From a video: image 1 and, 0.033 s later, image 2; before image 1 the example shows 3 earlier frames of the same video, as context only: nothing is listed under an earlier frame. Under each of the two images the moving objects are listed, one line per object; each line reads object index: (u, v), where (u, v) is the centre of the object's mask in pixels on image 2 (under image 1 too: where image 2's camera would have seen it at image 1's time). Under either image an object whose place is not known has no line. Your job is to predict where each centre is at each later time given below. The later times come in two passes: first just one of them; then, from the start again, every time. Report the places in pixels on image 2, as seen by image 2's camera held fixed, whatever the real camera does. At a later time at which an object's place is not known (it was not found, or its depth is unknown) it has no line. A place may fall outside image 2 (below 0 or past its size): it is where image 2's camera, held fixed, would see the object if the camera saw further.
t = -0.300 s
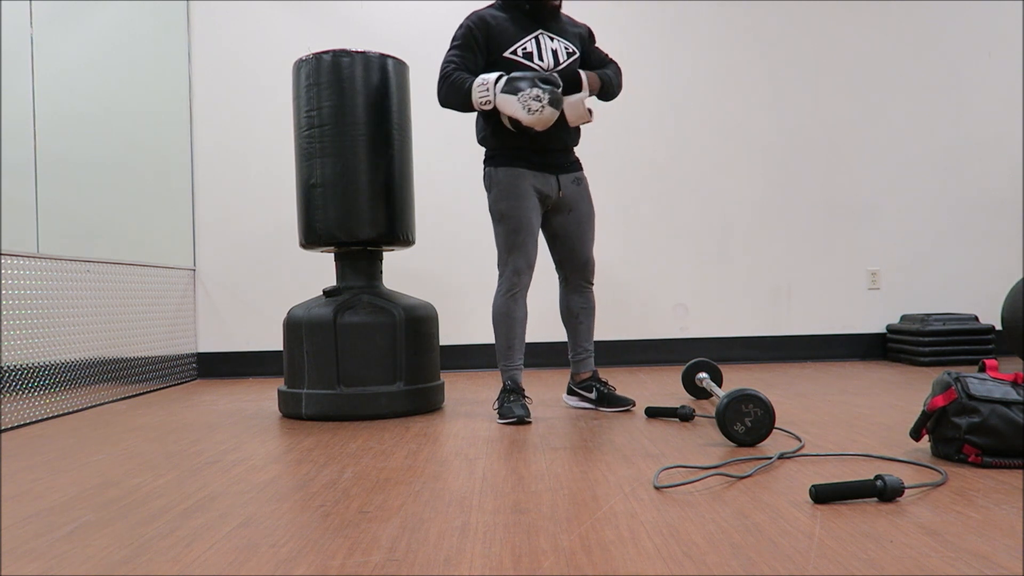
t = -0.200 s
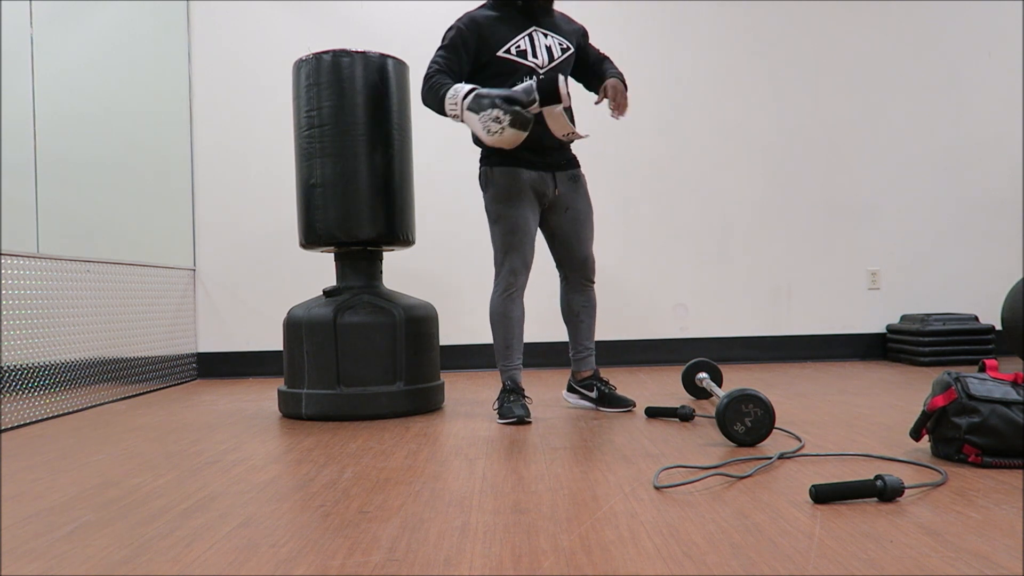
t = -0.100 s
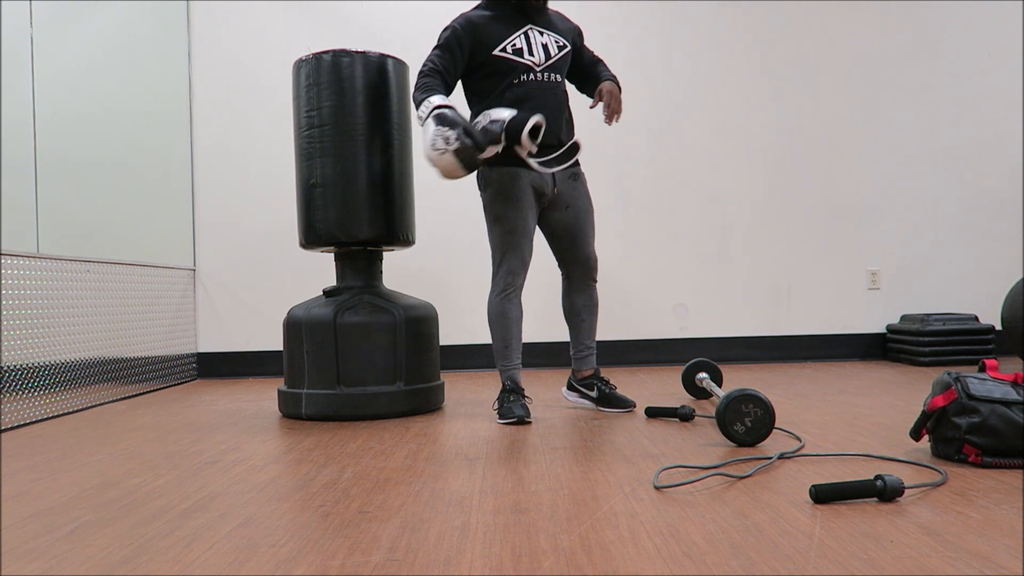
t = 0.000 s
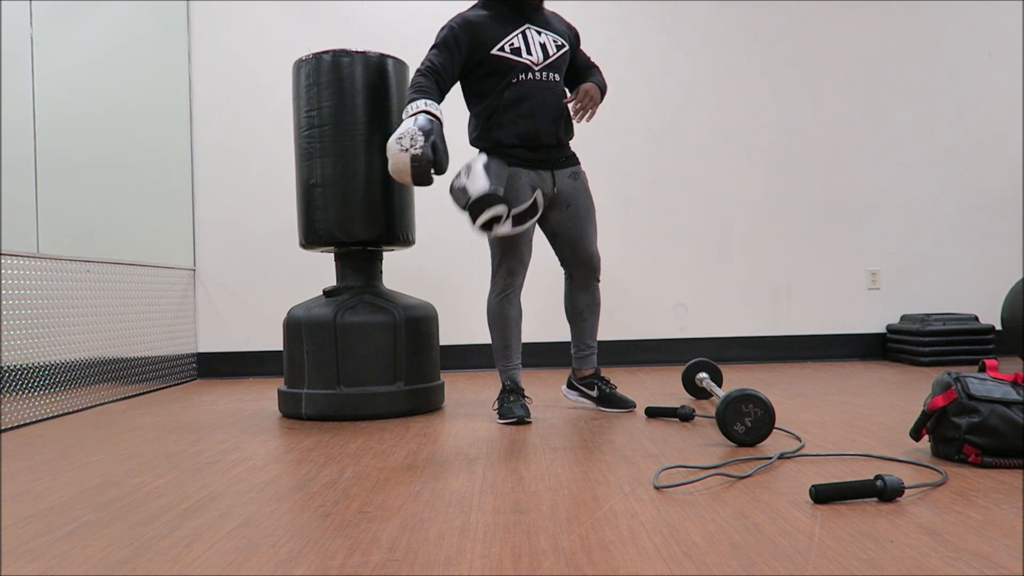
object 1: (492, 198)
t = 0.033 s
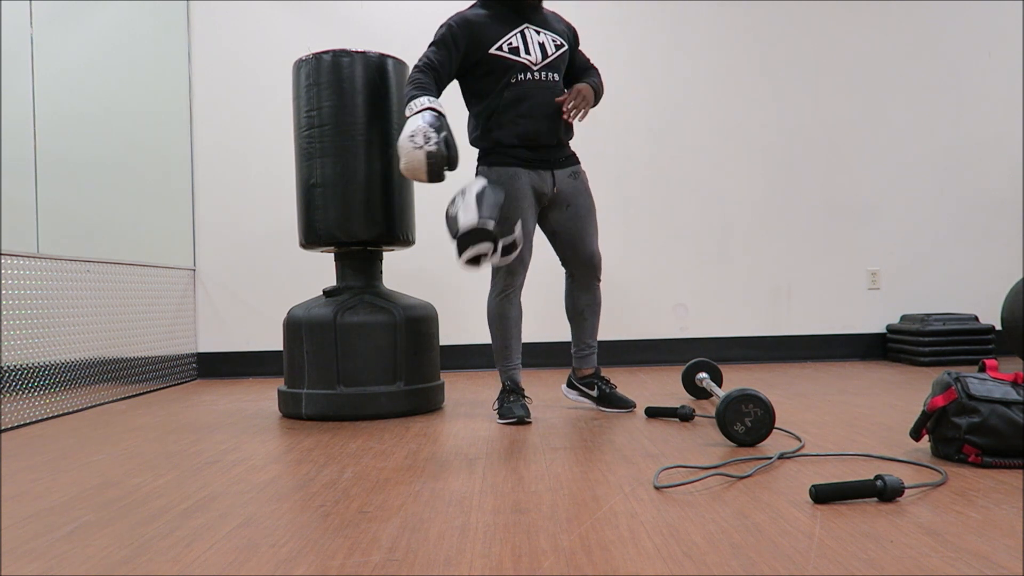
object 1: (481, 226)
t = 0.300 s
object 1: (449, 409)
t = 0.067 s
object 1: (471, 257)
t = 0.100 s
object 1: (462, 296)
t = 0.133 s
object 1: (455, 340)
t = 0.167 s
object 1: (448, 386)
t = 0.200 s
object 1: (443, 409)
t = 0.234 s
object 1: (443, 415)
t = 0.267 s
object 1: (444, 415)
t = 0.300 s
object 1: (449, 409)
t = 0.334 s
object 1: (454, 407)
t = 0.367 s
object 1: (454, 408)
